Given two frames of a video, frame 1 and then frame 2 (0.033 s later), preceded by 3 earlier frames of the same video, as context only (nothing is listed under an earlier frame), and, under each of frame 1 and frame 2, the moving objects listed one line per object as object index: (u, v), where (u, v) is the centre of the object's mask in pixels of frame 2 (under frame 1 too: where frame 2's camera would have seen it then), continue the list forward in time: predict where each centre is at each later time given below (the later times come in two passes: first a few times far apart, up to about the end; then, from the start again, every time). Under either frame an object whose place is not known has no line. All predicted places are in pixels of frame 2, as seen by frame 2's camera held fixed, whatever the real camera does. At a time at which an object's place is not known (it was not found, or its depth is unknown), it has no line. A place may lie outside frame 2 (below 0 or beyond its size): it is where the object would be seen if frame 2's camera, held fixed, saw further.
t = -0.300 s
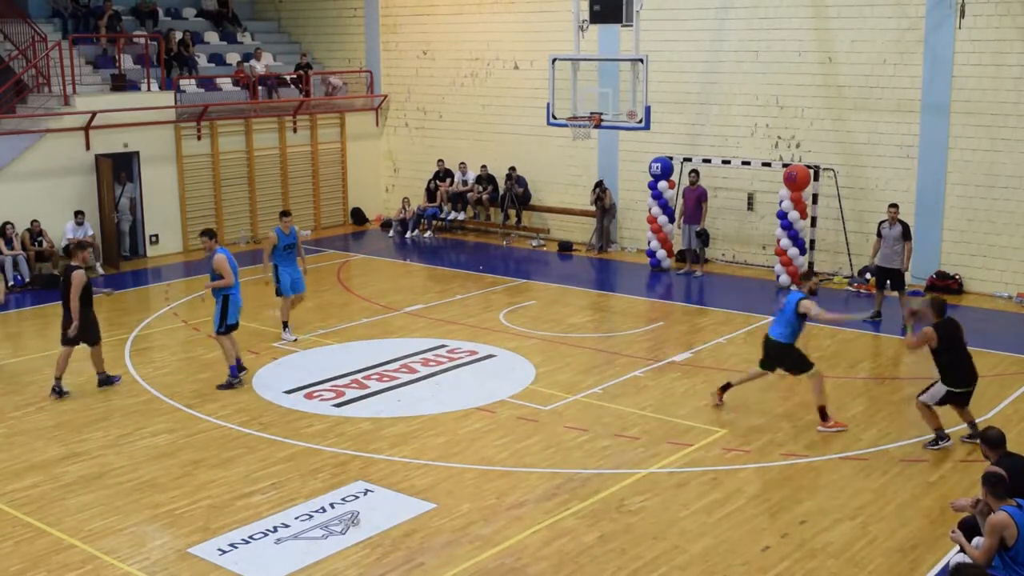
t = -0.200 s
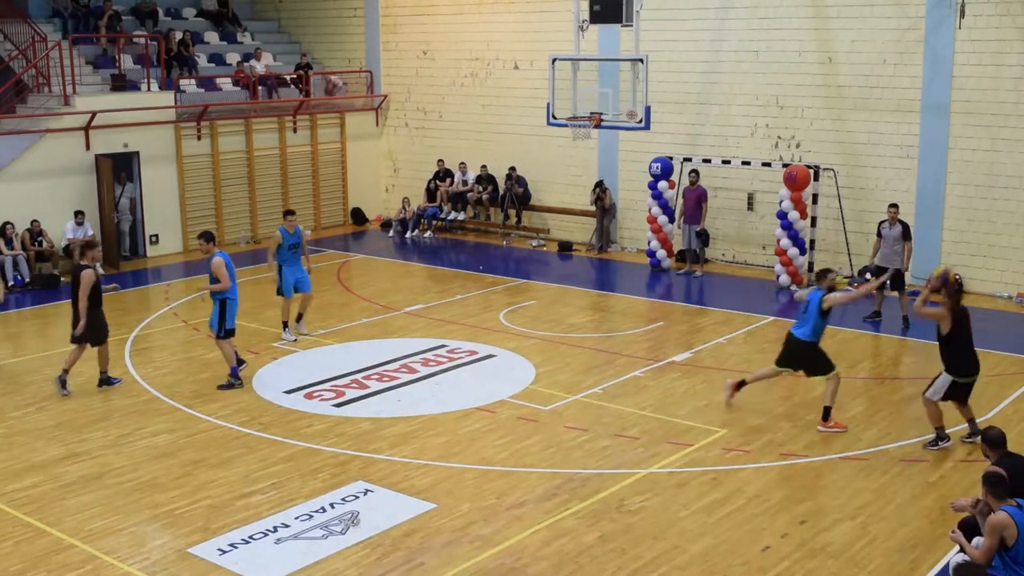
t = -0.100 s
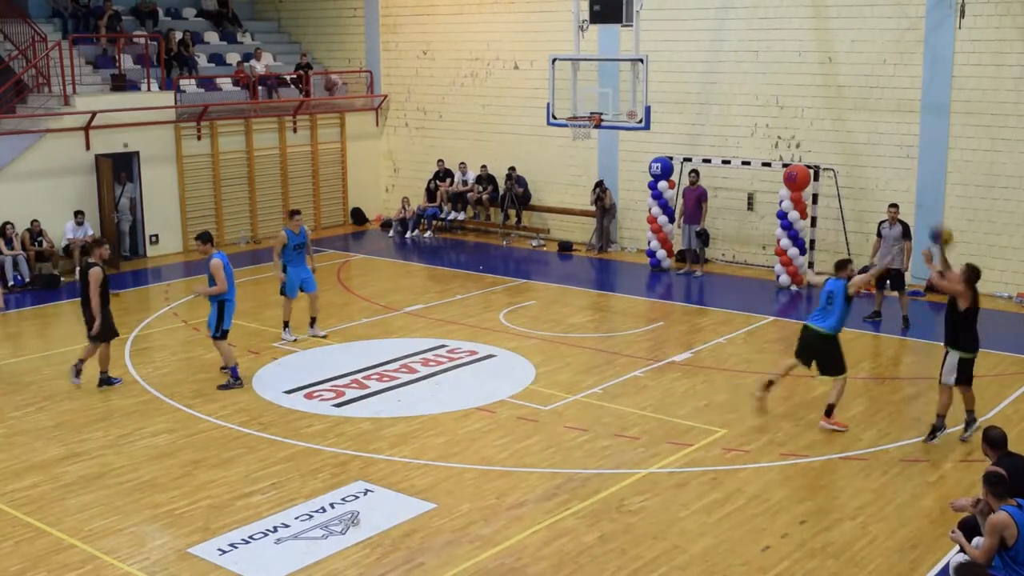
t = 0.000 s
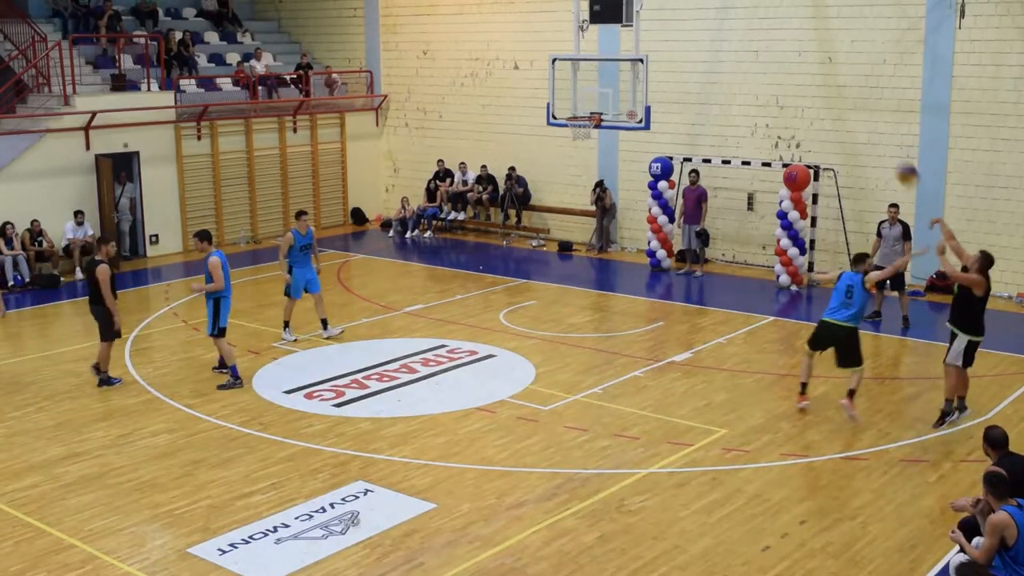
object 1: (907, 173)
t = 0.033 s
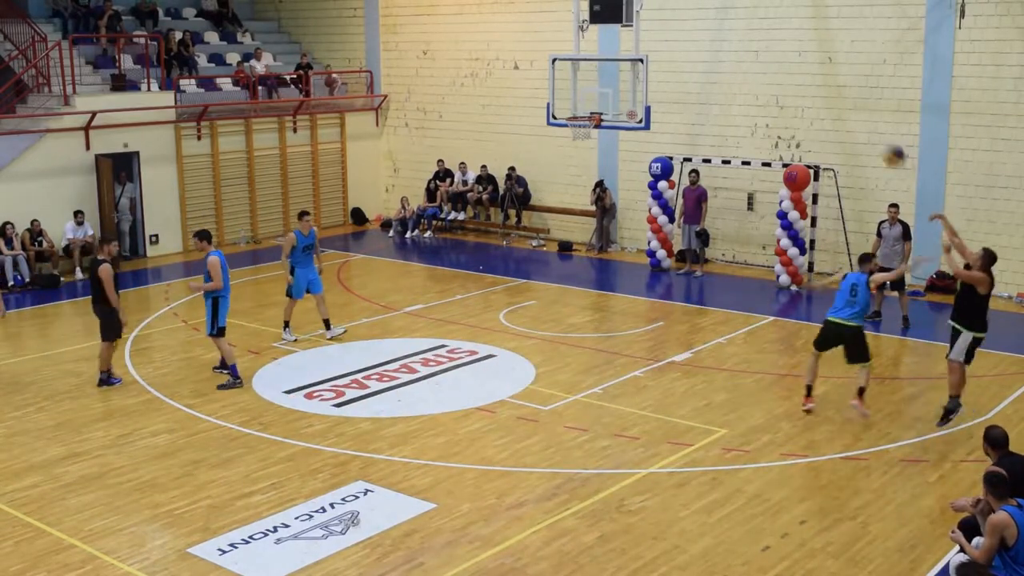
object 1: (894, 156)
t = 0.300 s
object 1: (797, 55)
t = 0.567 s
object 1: (714, 25)
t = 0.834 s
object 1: (646, 50)
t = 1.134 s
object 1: (581, 113)
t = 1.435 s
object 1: (579, 88)
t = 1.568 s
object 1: (580, 91)
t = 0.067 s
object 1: (882, 139)
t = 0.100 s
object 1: (868, 123)
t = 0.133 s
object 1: (855, 109)
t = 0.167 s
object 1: (843, 96)
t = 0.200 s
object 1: (831, 84)
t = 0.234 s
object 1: (819, 74)
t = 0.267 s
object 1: (808, 64)
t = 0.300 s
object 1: (797, 55)
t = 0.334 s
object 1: (785, 47)
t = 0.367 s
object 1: (775, 41)
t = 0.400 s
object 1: (765, 36)
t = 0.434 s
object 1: (754, 32)
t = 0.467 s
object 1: (744, 29)
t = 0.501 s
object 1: (734, 27)
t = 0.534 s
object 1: (724, 24)
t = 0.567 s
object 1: (714, 25)
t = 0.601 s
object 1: (705, 25)
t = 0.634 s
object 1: (696, 26)
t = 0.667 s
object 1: (687, 28)
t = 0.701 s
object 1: (678, 30)
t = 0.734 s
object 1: (669, 35)
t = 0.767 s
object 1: (661, 39)
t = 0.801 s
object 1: (653, 44)
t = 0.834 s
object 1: (646, 50)
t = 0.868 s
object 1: (637, 57)
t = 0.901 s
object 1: (629, 64)
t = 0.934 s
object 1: (621, 71)
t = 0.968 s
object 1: (614, 79)
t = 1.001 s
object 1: (606, 88)
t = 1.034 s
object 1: (599, 97)
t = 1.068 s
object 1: (592, 107)
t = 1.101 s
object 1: (586, 112)
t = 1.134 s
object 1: (581, 113)
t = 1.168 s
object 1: (577, 113)
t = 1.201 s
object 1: (578, 110)
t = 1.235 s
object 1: (578, 104)
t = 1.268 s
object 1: (578, 99)
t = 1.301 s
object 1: (578, 95)
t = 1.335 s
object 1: (579, 93)
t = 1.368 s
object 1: (579, 91)
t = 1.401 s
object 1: (579, 89)
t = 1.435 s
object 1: (579, 88)
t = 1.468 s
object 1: (579, 88)
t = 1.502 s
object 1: (579, 88)
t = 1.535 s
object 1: (579, 89)
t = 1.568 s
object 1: (580, 91)
